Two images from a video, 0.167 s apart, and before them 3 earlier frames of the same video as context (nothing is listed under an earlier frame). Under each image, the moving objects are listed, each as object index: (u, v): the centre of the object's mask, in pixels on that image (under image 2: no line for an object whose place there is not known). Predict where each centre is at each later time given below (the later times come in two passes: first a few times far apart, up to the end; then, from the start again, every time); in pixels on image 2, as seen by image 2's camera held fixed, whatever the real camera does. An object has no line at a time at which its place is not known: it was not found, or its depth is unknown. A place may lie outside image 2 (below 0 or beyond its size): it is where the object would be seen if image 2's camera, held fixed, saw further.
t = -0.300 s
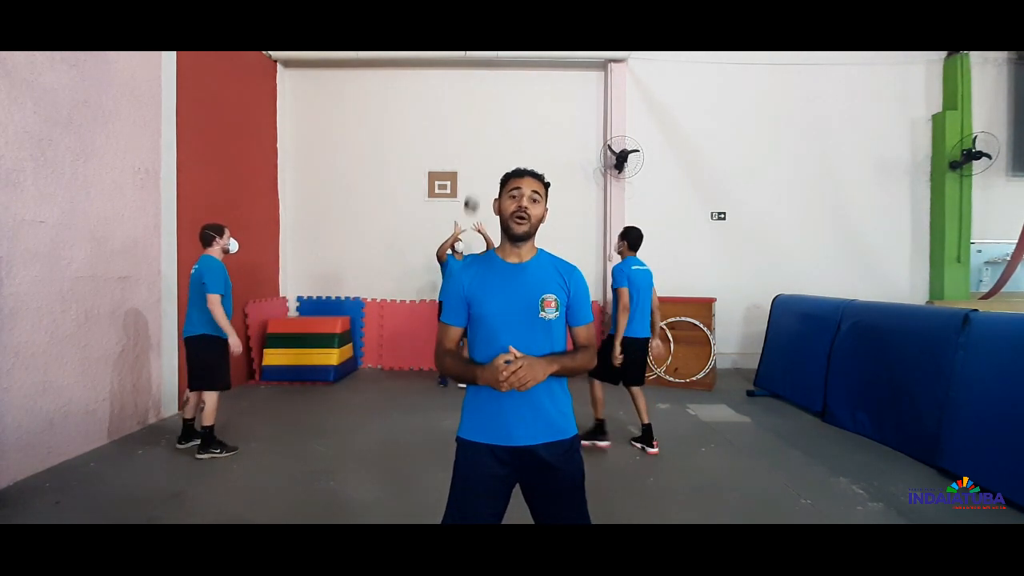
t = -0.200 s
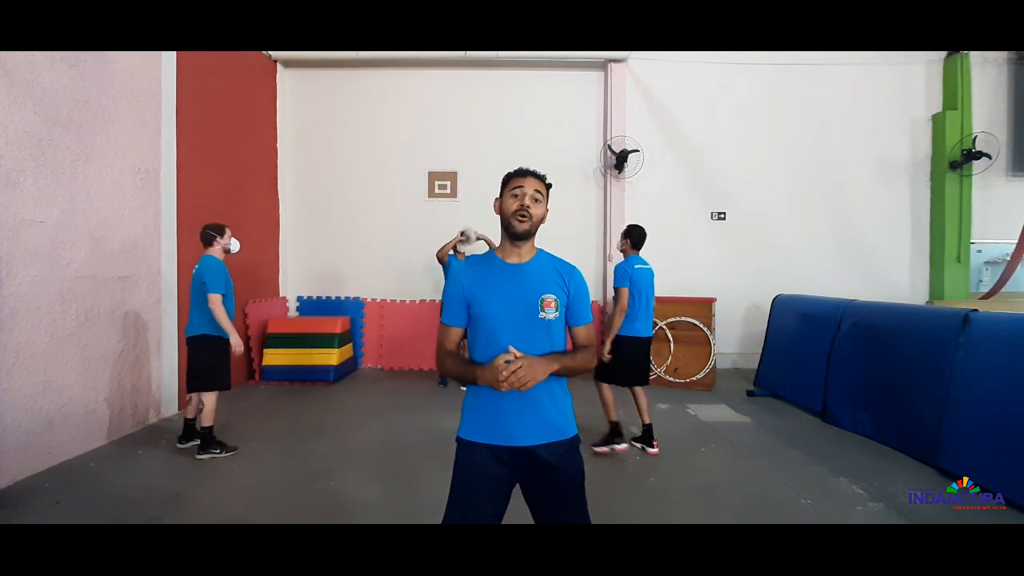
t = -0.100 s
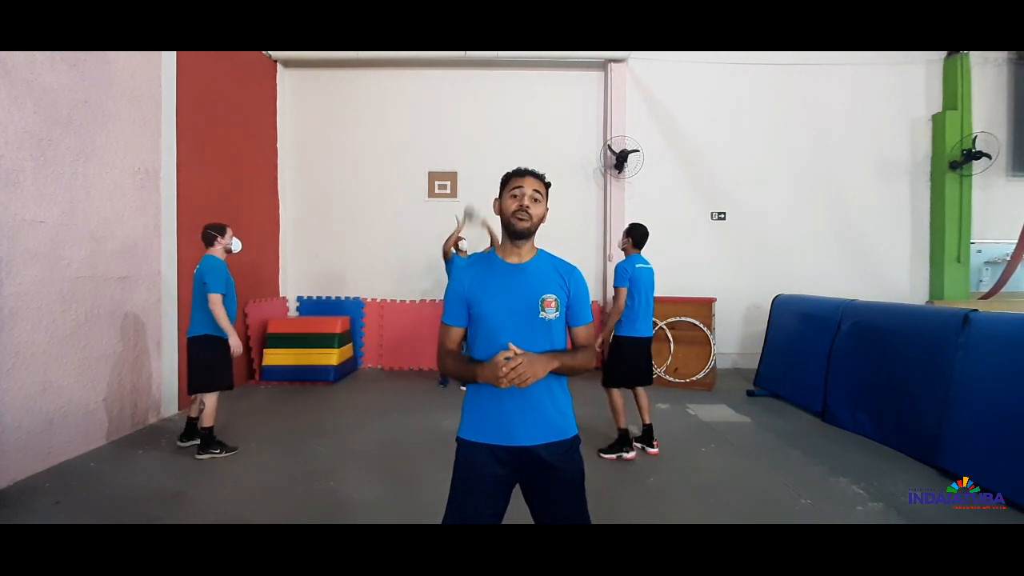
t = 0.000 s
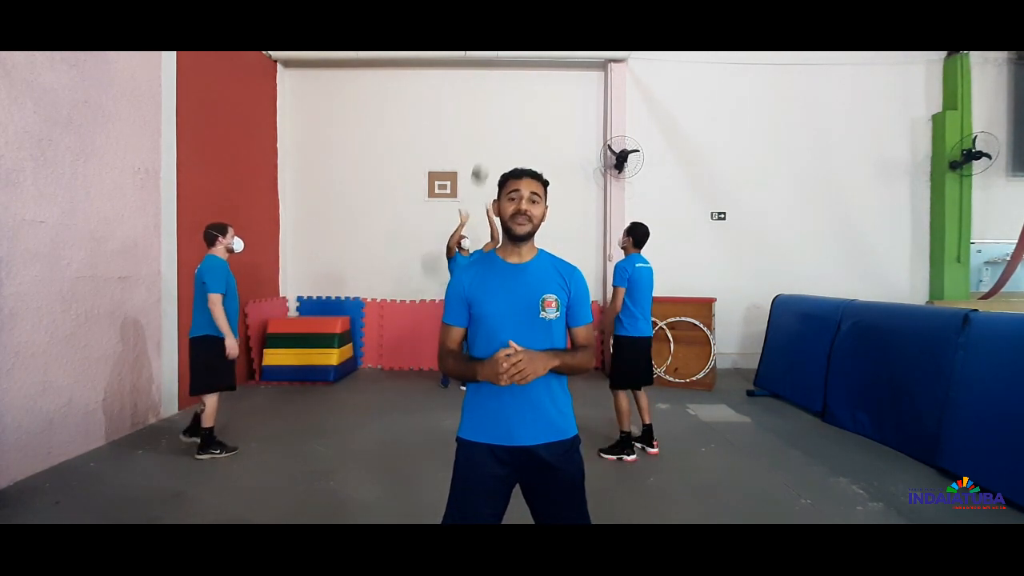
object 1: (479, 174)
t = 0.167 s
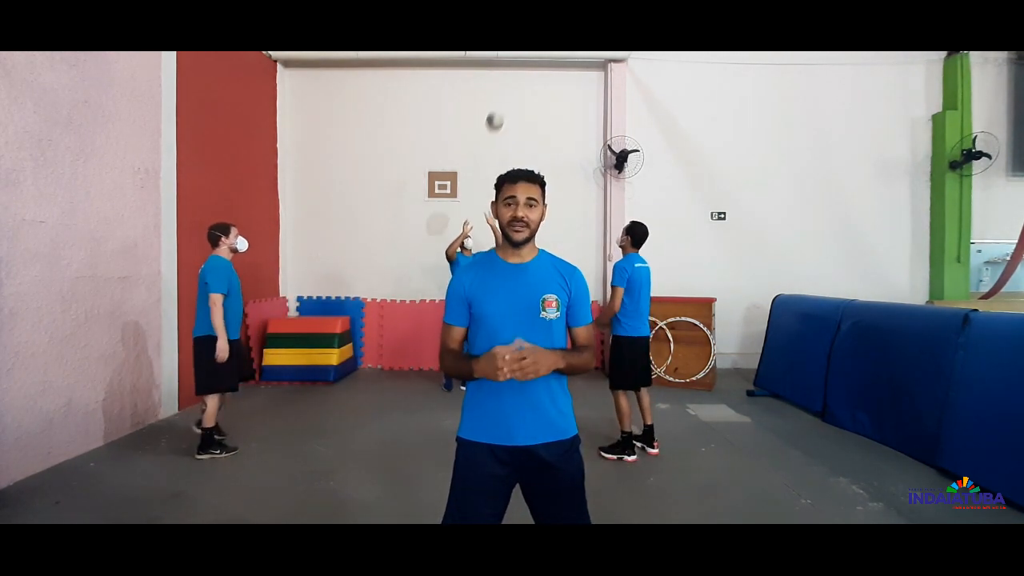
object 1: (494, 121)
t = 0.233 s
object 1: (500, 106)
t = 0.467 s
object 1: (523, 79)
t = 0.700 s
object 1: (548, 101)
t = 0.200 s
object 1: (497, 113)
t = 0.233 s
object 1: (500, 106)
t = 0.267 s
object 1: (504, 99)
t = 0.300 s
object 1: (507, 93)
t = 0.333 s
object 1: (510, 88)
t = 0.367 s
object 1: (514, 84)
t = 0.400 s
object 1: (517, 81)
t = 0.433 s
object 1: (520, 80)
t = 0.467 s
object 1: (523, 79)
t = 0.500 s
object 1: (527, 79)
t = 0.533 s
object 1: (530, 80)
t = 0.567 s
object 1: (534, 81)
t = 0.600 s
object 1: (537, 85)
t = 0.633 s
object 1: (541, 90)
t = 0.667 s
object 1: (544, 95)
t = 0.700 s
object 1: (548, 101)
